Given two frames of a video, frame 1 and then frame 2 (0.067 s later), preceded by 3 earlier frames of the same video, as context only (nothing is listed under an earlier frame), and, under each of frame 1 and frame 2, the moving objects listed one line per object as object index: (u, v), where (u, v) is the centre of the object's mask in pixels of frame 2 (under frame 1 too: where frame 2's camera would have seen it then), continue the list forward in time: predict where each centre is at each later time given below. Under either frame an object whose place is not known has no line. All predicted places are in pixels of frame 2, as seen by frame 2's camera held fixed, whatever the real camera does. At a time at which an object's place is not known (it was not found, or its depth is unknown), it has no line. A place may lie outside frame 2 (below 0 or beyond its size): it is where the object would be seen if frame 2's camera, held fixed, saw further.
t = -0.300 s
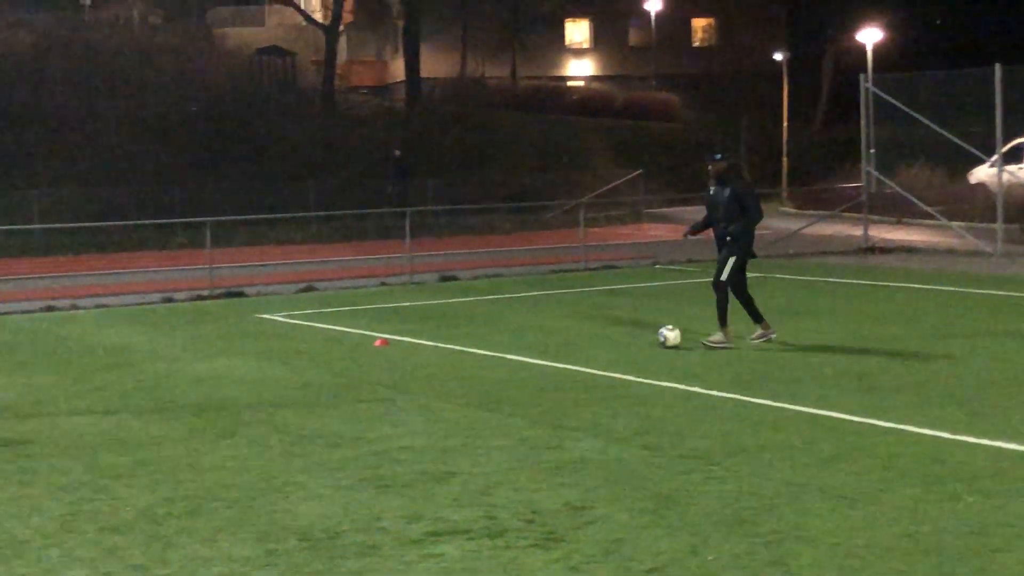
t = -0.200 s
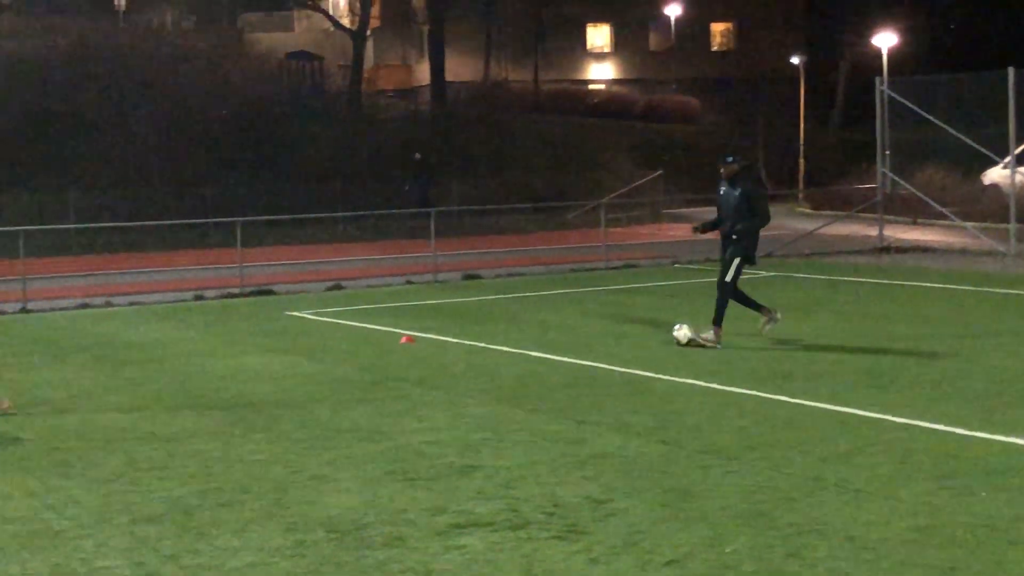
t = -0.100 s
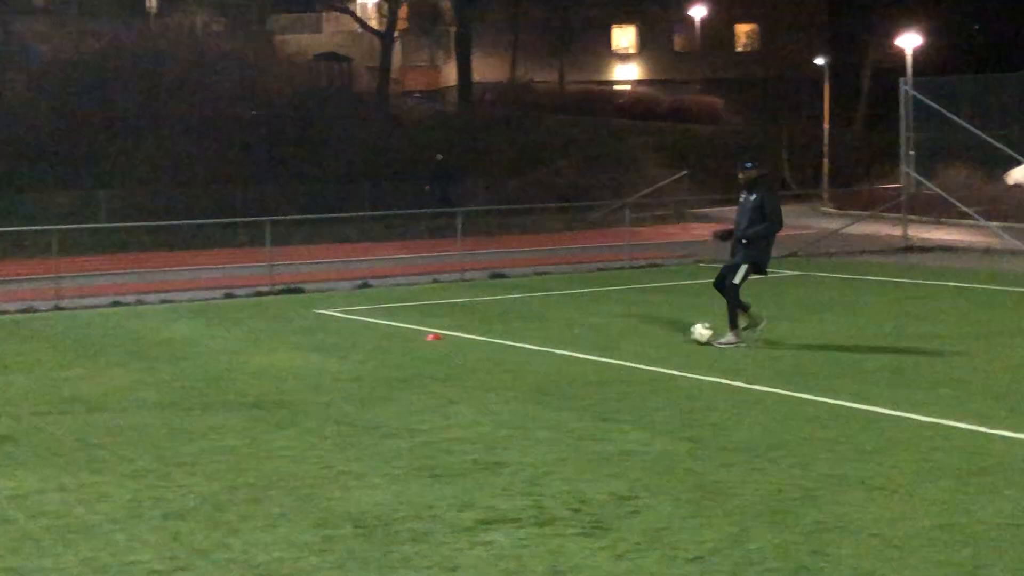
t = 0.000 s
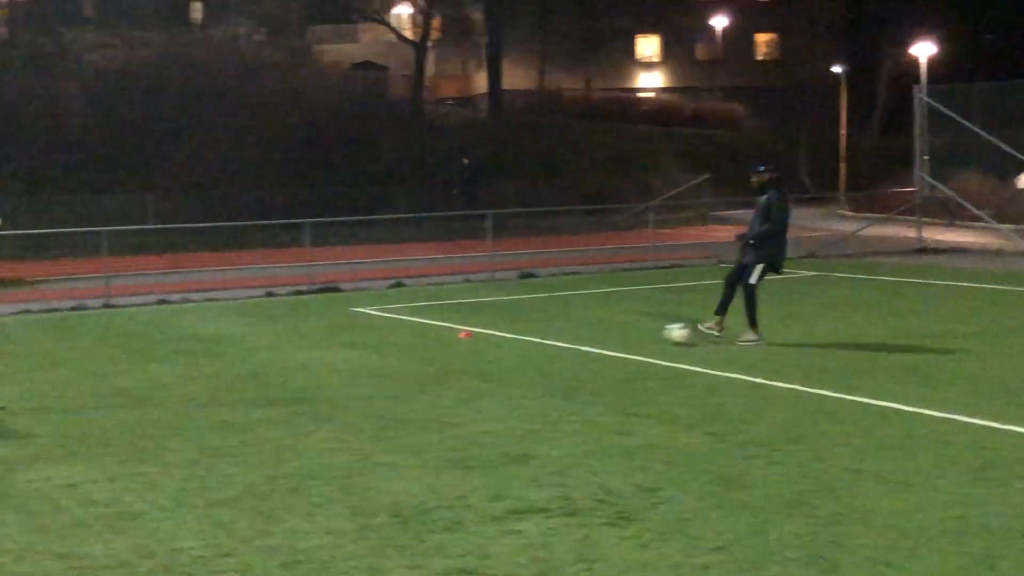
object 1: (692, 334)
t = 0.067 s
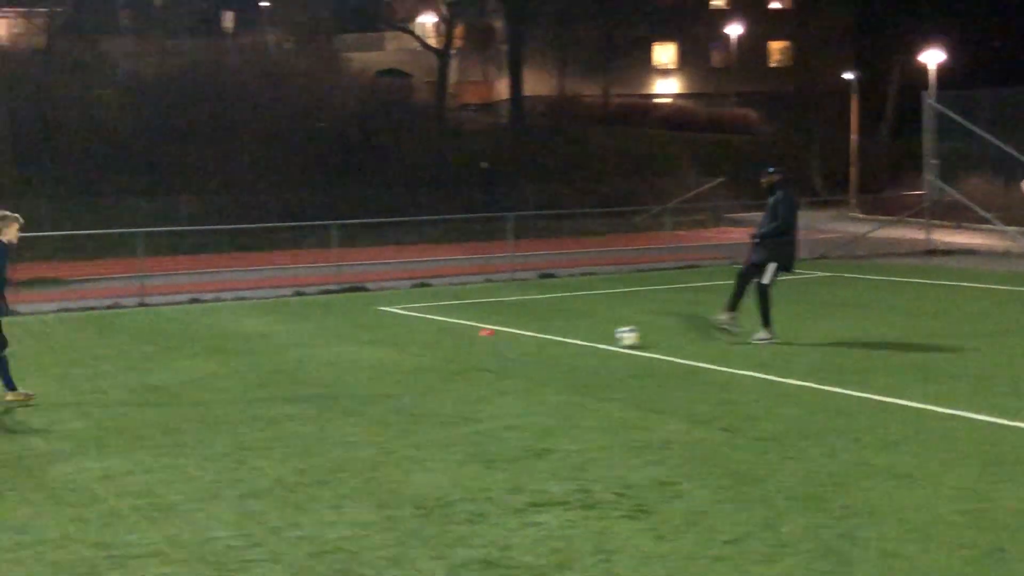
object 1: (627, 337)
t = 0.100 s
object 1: (596, 337)
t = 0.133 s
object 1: (565, 339)
